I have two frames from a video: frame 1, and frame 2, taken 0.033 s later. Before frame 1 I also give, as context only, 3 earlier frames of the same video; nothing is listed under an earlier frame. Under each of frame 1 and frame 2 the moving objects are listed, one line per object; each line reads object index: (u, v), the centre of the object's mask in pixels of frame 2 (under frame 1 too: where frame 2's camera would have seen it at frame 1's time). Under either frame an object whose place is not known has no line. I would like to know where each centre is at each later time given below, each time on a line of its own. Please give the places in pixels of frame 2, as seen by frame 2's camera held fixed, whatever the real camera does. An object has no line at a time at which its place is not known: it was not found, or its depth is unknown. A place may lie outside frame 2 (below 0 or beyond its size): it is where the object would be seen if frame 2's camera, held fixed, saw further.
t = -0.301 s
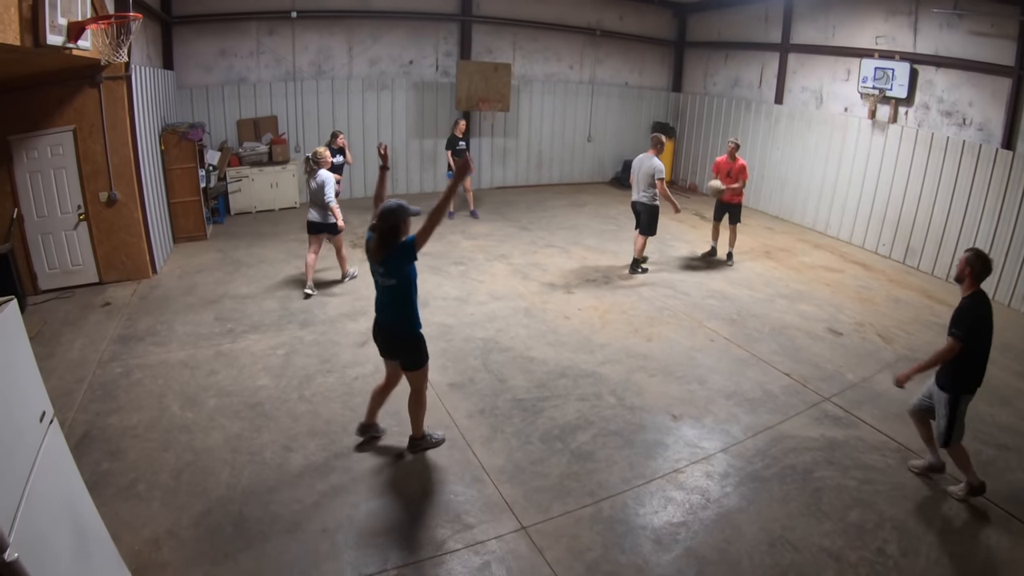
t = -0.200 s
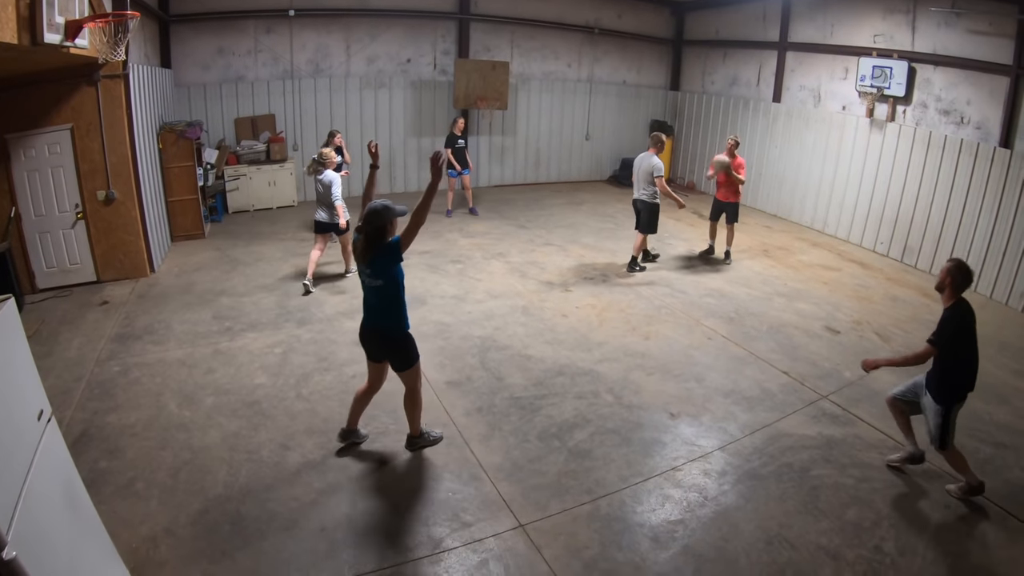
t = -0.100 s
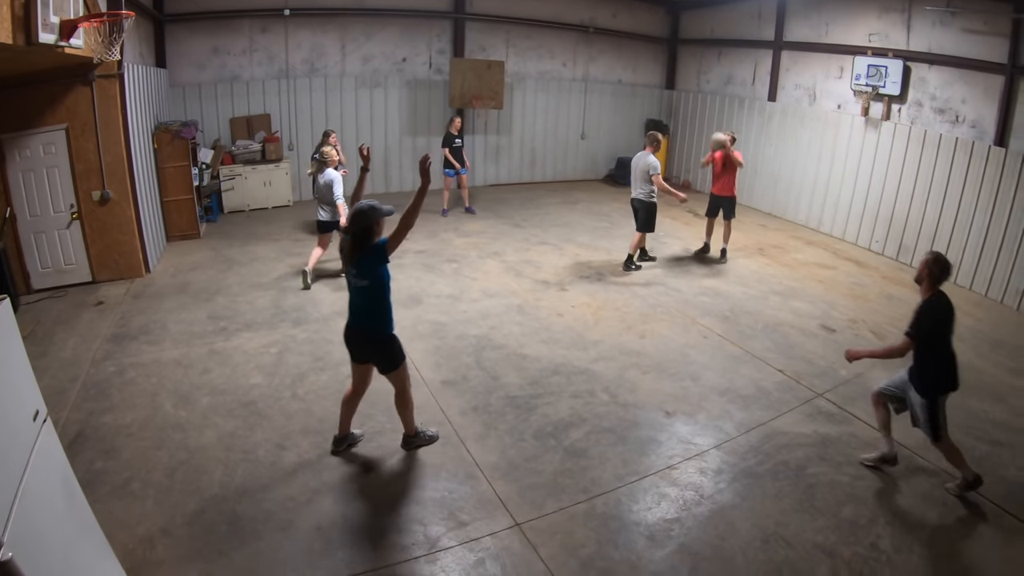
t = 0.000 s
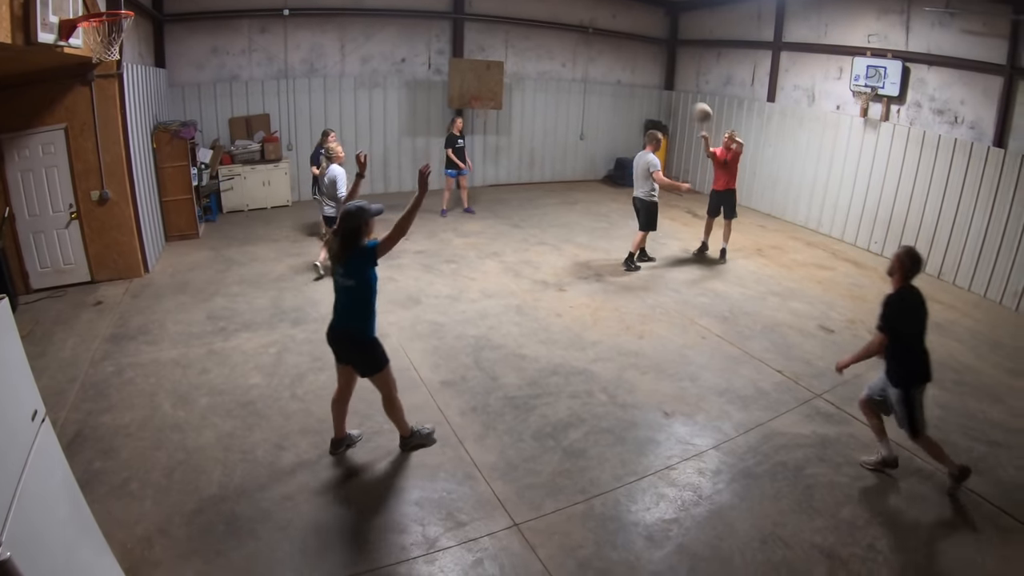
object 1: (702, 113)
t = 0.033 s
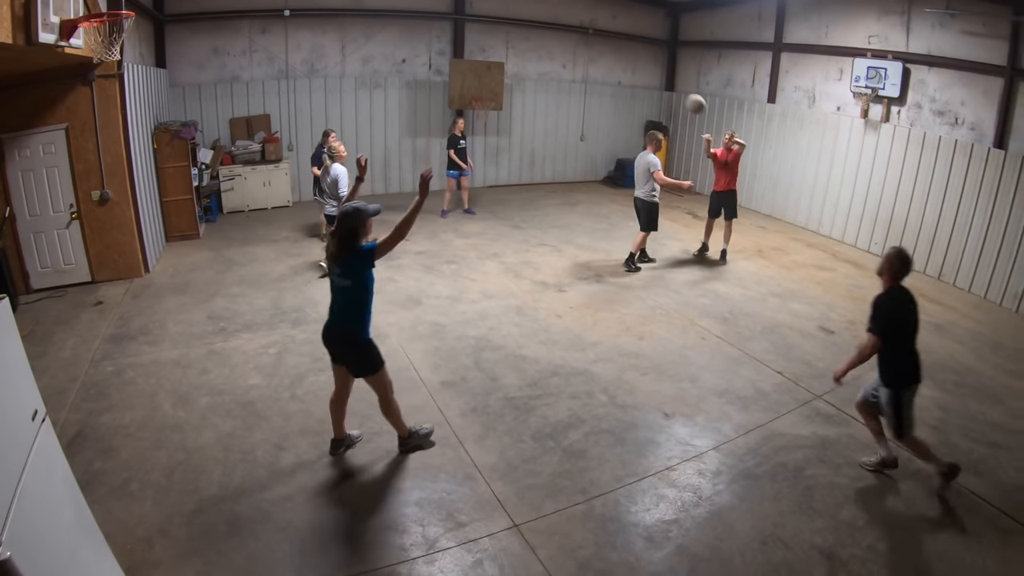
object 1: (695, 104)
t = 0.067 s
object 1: (687, 94)
